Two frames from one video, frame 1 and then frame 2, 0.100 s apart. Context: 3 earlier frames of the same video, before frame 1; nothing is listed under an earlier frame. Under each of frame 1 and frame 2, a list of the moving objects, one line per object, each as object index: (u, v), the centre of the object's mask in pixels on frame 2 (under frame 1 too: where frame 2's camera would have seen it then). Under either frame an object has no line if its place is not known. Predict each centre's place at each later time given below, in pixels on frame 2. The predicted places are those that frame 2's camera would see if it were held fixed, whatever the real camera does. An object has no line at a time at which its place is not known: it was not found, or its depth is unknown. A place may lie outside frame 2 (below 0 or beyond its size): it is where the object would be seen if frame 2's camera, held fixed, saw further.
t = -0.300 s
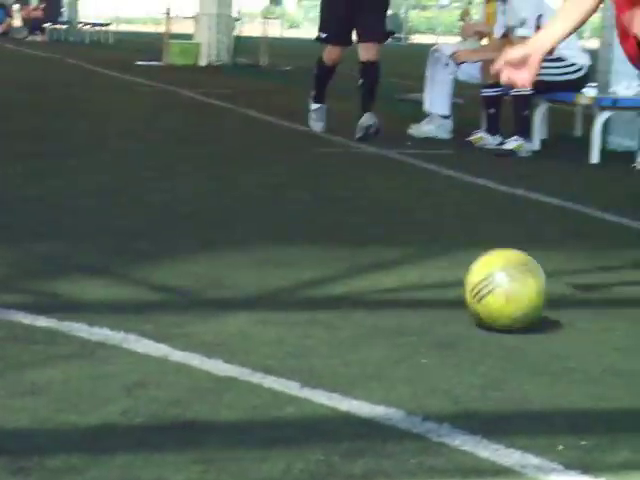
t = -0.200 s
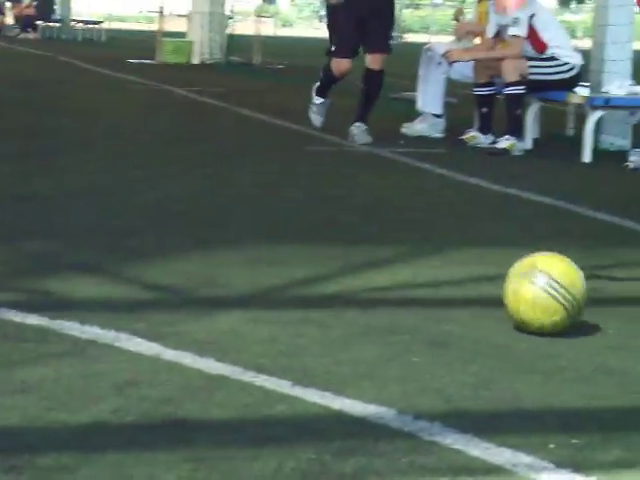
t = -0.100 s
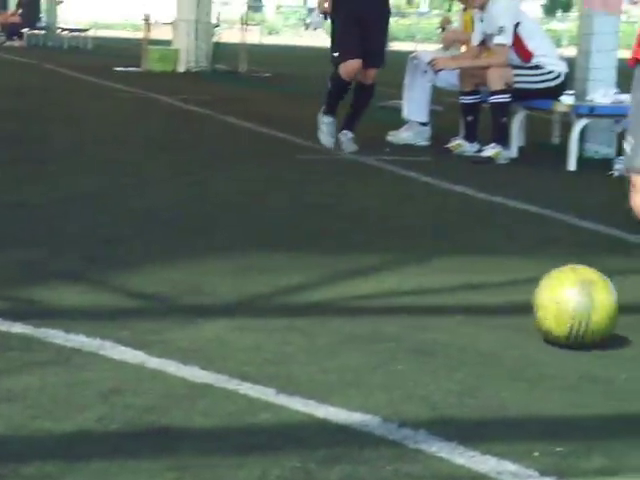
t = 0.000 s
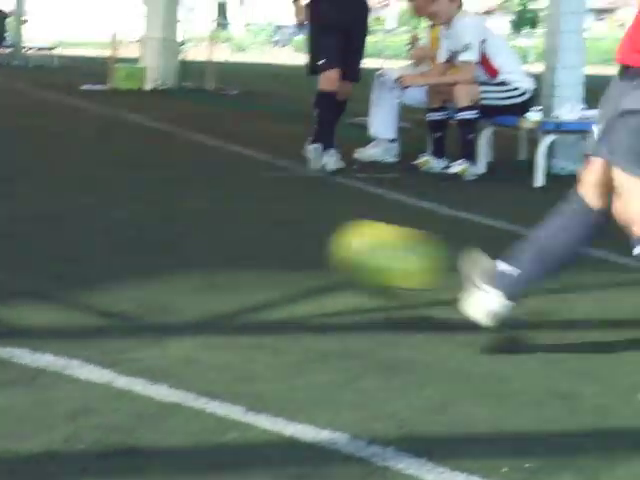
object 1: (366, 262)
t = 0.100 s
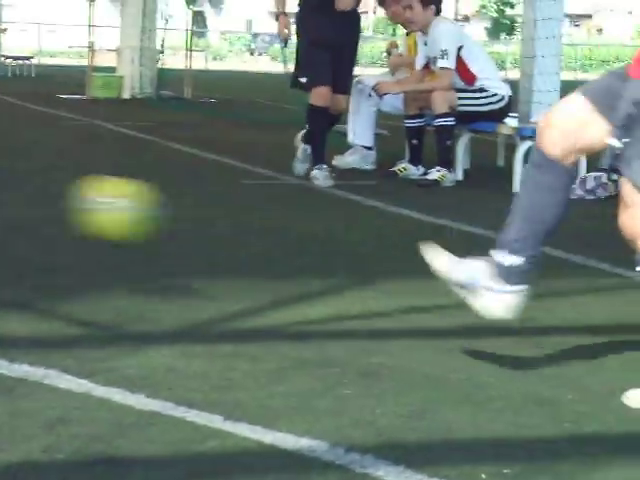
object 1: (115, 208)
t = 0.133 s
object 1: (42, 199)
